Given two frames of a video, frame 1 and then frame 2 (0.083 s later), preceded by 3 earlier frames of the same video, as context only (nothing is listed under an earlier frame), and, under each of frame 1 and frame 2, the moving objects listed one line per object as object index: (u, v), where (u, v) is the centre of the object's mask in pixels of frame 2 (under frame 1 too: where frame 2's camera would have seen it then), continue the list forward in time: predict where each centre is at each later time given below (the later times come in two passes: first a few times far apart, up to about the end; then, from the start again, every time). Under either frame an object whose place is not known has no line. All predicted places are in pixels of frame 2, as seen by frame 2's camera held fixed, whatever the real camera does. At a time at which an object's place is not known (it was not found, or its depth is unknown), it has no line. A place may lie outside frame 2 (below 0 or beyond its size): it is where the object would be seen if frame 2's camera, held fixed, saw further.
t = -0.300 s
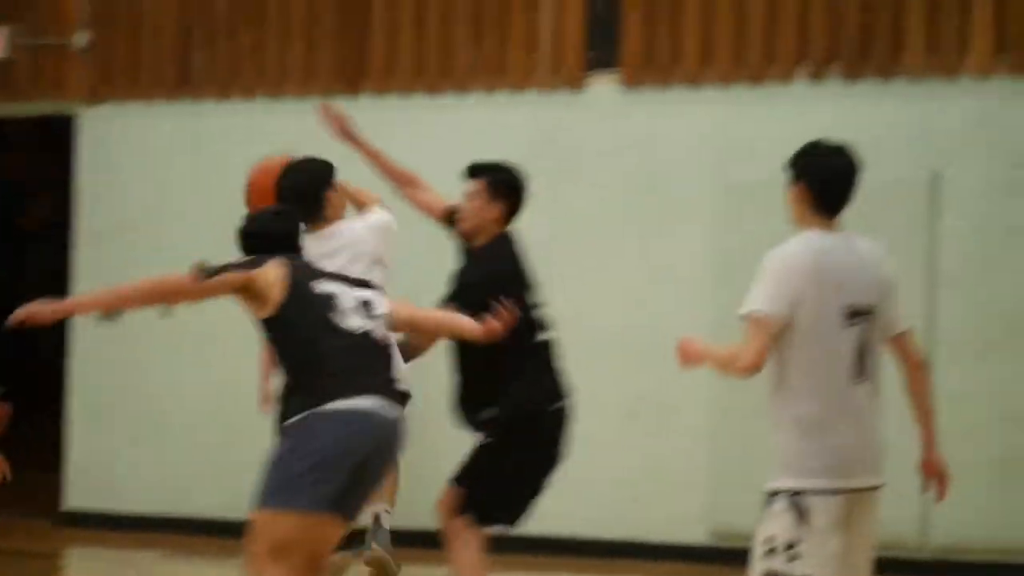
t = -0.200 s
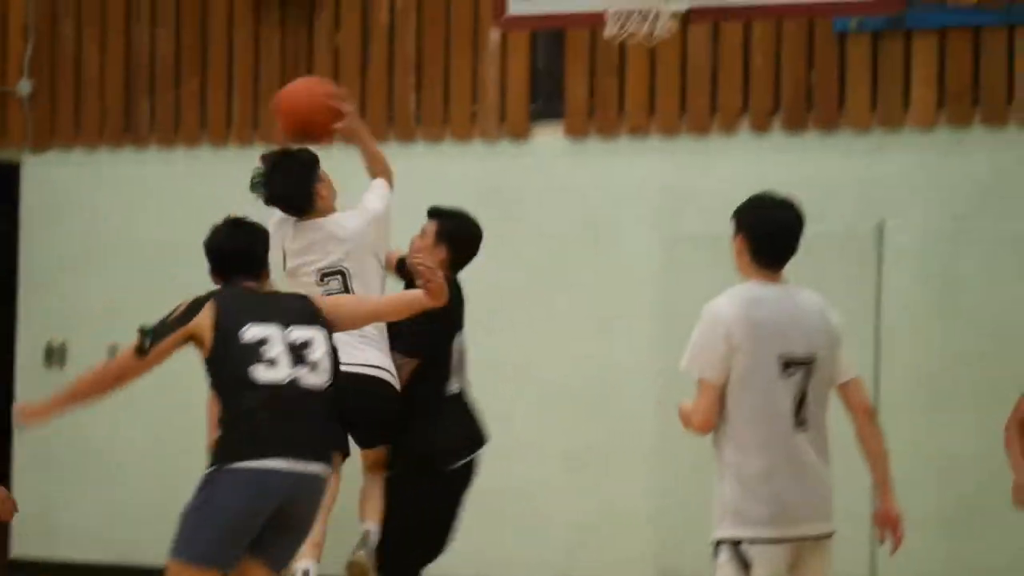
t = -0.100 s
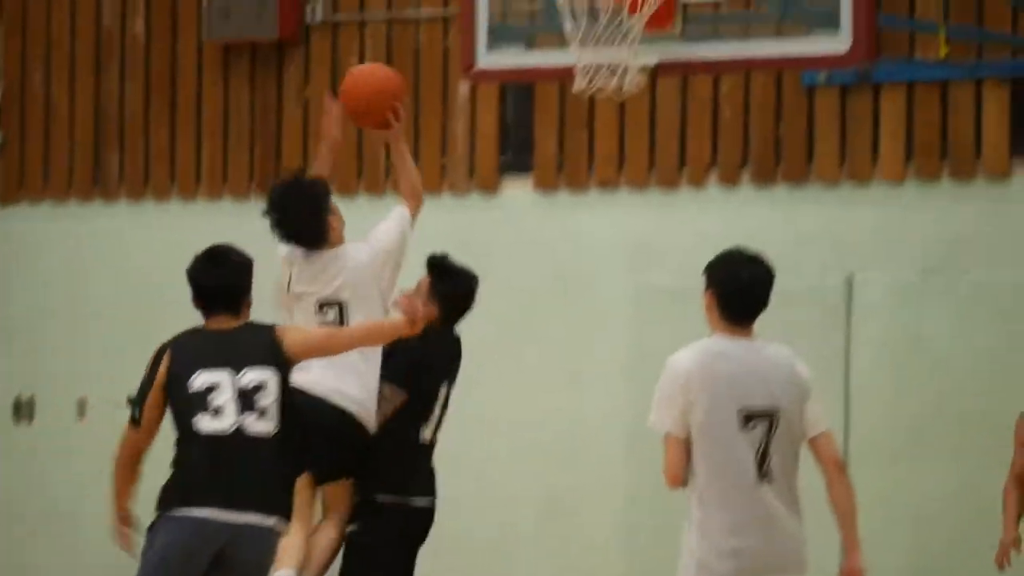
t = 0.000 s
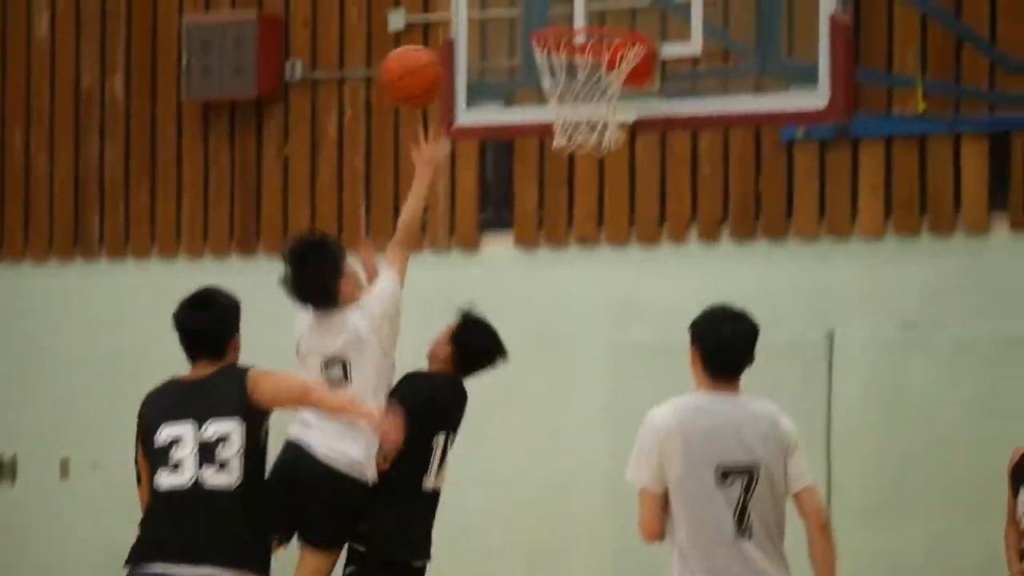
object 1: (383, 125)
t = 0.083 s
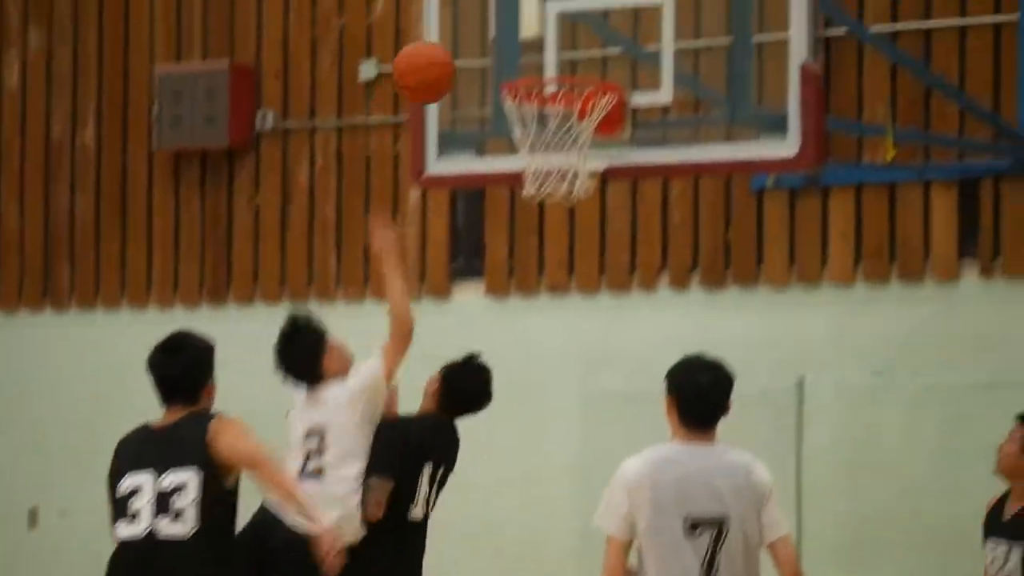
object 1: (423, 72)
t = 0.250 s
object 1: (499, 23)
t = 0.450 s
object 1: (582, 55)
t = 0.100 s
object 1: (432, 64)
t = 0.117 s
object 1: (439, 56)
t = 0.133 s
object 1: (446, 49)
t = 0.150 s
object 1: (454, 43)
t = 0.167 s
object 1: (462, 37)
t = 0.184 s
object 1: (470, 33)
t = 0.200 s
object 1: (477, 29)
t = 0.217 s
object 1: (484, 26)
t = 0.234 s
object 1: (492, 24)
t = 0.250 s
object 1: (499, 23)
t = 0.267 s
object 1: (506, 22)
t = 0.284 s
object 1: (514, 21)
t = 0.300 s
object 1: (521, 22)
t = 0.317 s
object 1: (528, 24)
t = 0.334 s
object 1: (535, 25)
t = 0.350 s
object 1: (542, 29)
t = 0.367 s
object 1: (549, 32)
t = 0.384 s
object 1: (557, 37)
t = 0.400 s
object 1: (563, 41)
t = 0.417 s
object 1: (569, 47)
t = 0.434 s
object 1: (575, 51)
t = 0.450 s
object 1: (582, 55)
